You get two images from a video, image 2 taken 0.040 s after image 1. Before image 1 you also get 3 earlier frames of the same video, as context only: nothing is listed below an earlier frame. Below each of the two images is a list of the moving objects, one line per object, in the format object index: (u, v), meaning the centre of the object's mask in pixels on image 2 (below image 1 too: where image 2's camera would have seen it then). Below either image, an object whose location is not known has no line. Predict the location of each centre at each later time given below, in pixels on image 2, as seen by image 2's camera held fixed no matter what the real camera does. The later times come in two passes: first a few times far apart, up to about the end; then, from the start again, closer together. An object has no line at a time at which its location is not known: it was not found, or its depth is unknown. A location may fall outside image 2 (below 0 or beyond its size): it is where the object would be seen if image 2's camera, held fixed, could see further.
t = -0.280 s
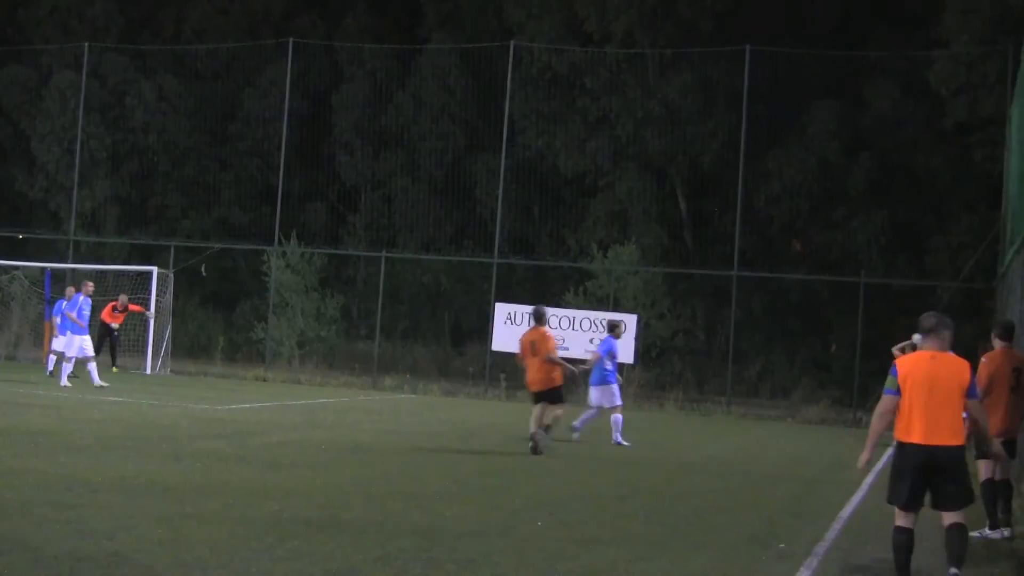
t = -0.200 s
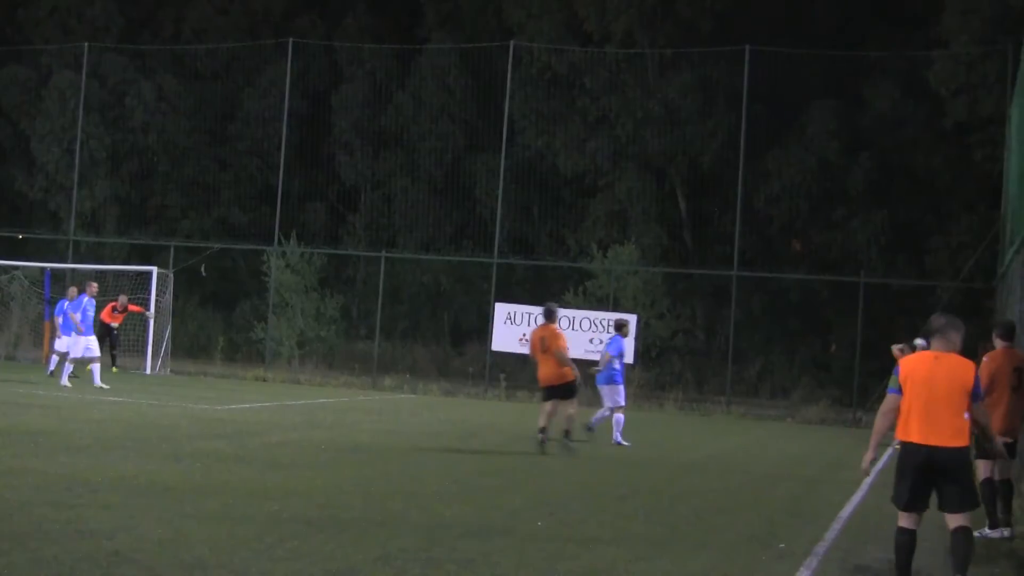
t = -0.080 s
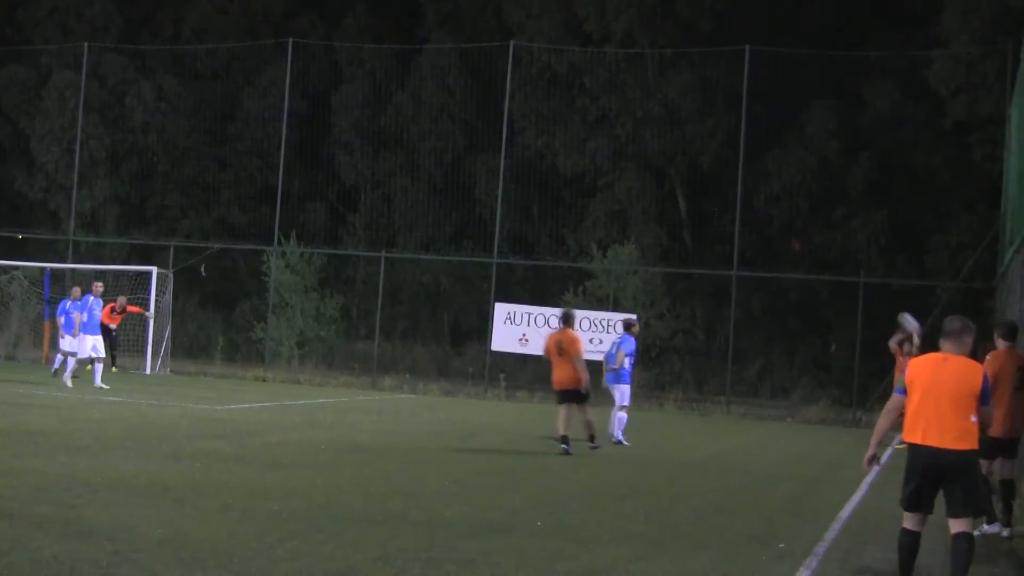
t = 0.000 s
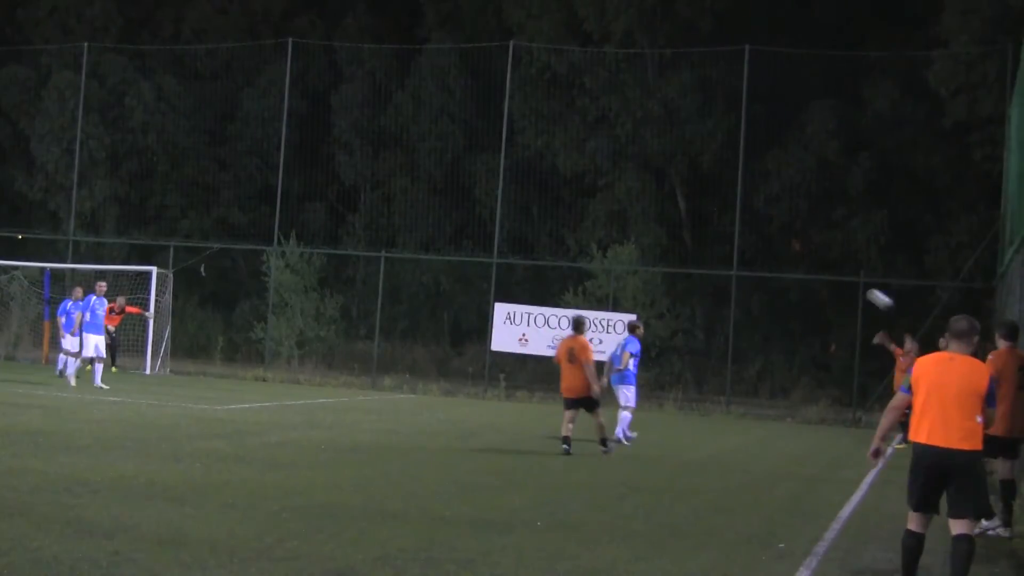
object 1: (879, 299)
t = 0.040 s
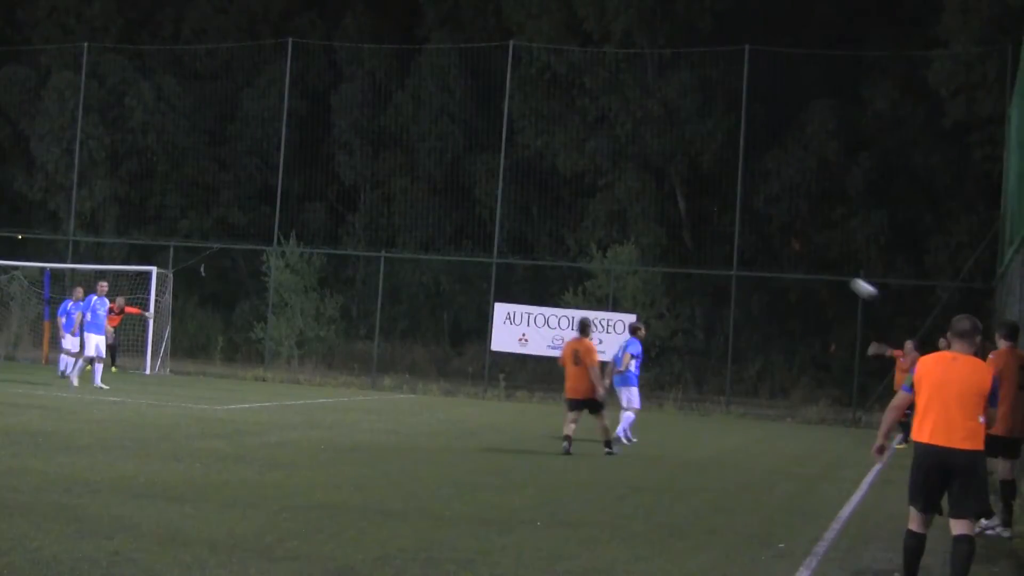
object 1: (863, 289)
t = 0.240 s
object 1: (779, 251)
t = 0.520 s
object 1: (643, 240)
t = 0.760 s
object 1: (506, 280)
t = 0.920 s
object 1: (408, 338)
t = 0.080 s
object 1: (847, 279)
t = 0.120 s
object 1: (831, 271)
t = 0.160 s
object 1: (813, 263)
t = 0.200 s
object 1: (796, 256)
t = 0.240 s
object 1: (779, 251)
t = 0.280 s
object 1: (760, 245)
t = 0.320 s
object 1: (742, 242)
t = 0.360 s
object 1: (723, 239)
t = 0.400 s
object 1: (704, 238)
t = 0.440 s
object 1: (684, 237)
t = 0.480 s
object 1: (663, 238)
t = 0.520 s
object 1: (643, 240)
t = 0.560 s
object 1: (622, 243)
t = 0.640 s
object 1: (566, 253)
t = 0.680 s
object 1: (549, 261)
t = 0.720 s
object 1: (529, 270)
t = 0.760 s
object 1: (506, 280)
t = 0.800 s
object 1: (483, 293)
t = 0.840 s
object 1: (459, 306)
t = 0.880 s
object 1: (434, 321)
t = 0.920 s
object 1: (408, 338)
